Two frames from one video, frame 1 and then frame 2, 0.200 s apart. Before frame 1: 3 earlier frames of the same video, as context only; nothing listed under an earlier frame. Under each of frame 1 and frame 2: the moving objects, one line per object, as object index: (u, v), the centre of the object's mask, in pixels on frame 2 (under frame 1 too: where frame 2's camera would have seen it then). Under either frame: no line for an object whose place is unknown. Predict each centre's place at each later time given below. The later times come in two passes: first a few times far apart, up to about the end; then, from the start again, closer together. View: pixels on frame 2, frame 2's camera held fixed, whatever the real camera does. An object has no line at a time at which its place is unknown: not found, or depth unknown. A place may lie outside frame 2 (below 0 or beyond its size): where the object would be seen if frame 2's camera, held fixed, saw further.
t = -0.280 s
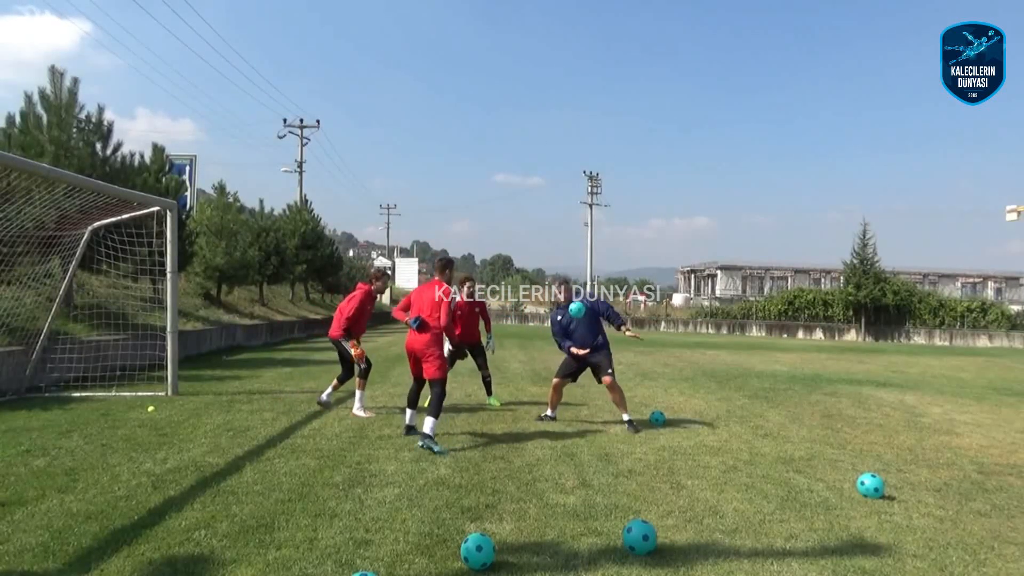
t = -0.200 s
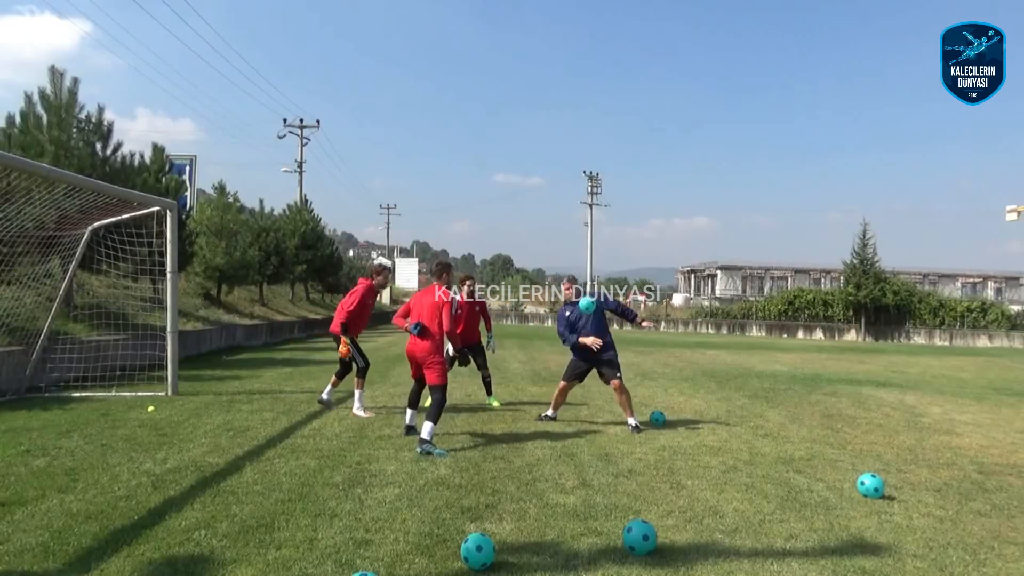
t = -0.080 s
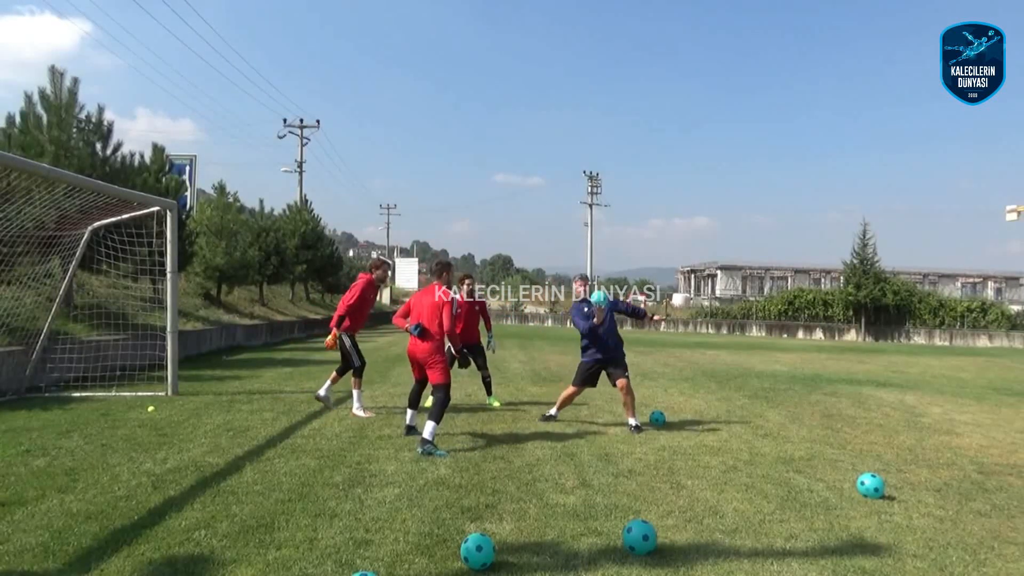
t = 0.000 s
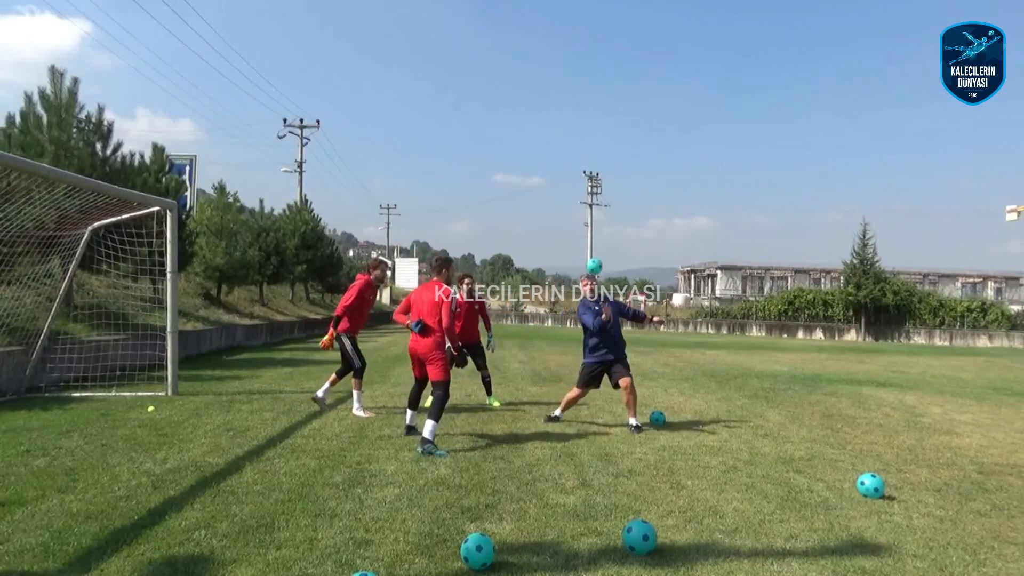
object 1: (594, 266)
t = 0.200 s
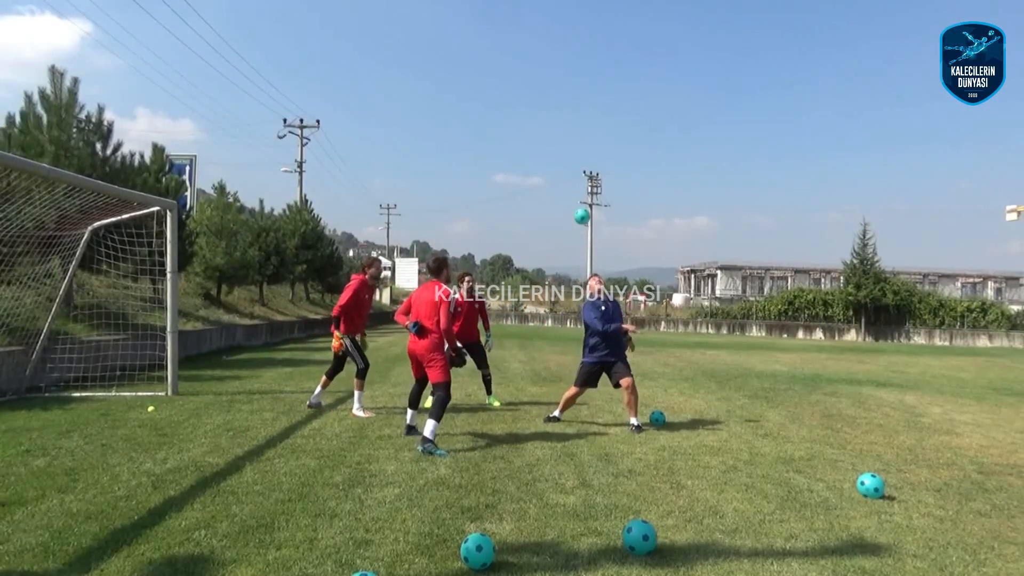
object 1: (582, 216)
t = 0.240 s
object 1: (580, 210)
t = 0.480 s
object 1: (565, 210)
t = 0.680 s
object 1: (553, 247)
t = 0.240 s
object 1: (580, 210)
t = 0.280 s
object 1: (577, 207)
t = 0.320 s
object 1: (575, 204)
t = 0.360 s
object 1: (572, 204)
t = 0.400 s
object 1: (570, 205)
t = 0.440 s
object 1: (567, 206)
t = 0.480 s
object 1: (565, 210)
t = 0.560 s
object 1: (560, 221)
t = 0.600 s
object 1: (558, 228)
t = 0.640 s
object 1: (556, 237)
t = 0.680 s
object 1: (553, 247)
